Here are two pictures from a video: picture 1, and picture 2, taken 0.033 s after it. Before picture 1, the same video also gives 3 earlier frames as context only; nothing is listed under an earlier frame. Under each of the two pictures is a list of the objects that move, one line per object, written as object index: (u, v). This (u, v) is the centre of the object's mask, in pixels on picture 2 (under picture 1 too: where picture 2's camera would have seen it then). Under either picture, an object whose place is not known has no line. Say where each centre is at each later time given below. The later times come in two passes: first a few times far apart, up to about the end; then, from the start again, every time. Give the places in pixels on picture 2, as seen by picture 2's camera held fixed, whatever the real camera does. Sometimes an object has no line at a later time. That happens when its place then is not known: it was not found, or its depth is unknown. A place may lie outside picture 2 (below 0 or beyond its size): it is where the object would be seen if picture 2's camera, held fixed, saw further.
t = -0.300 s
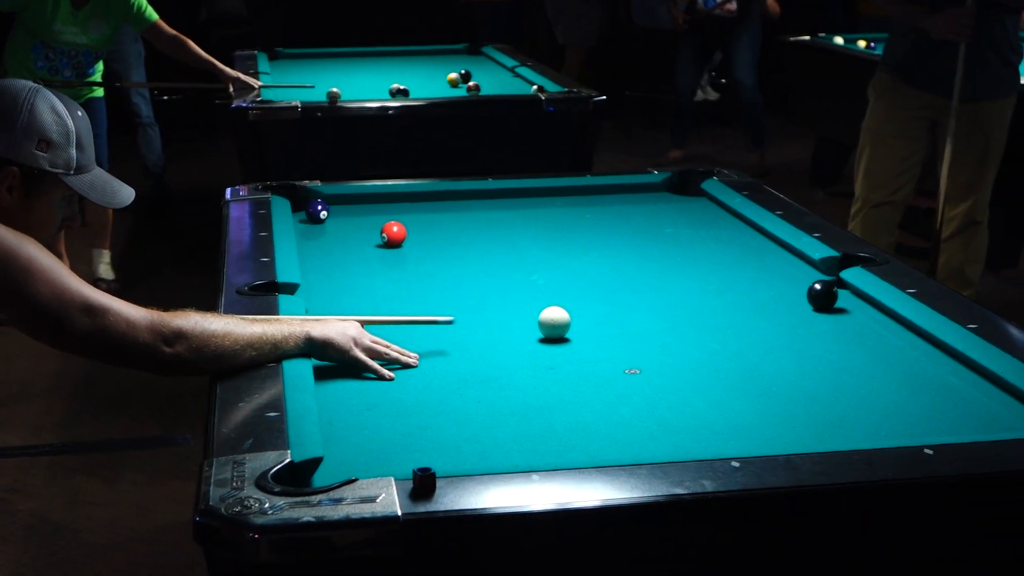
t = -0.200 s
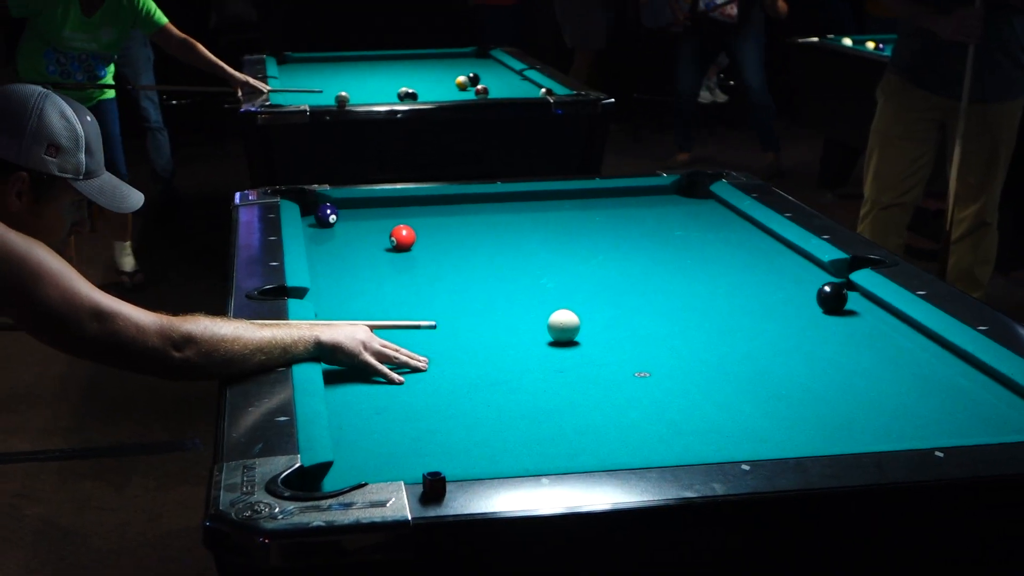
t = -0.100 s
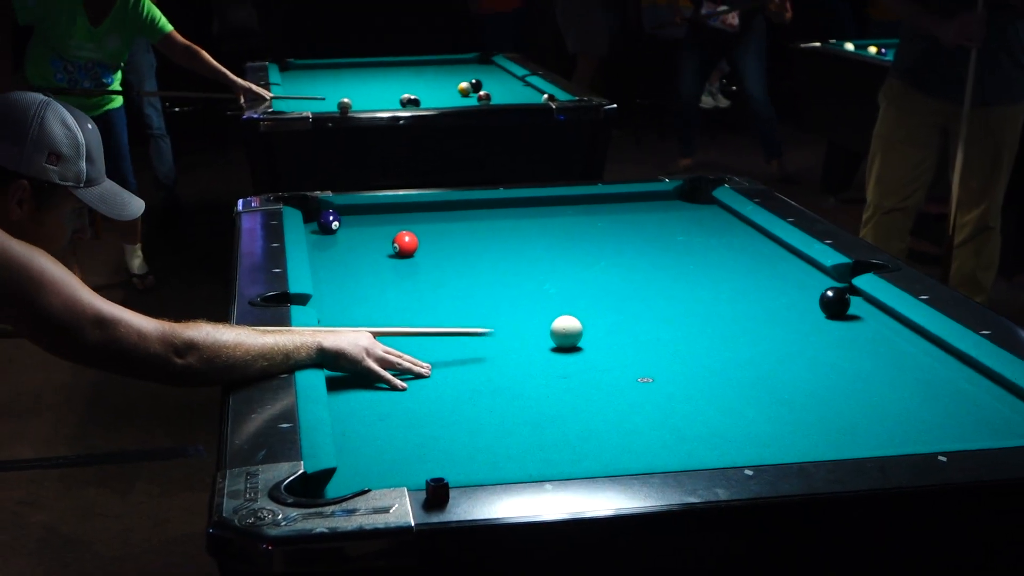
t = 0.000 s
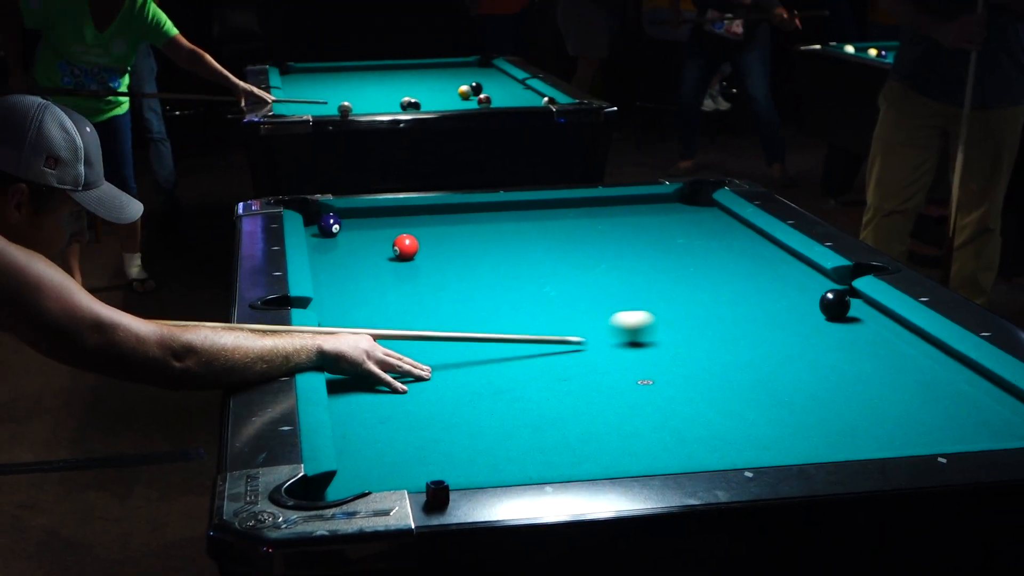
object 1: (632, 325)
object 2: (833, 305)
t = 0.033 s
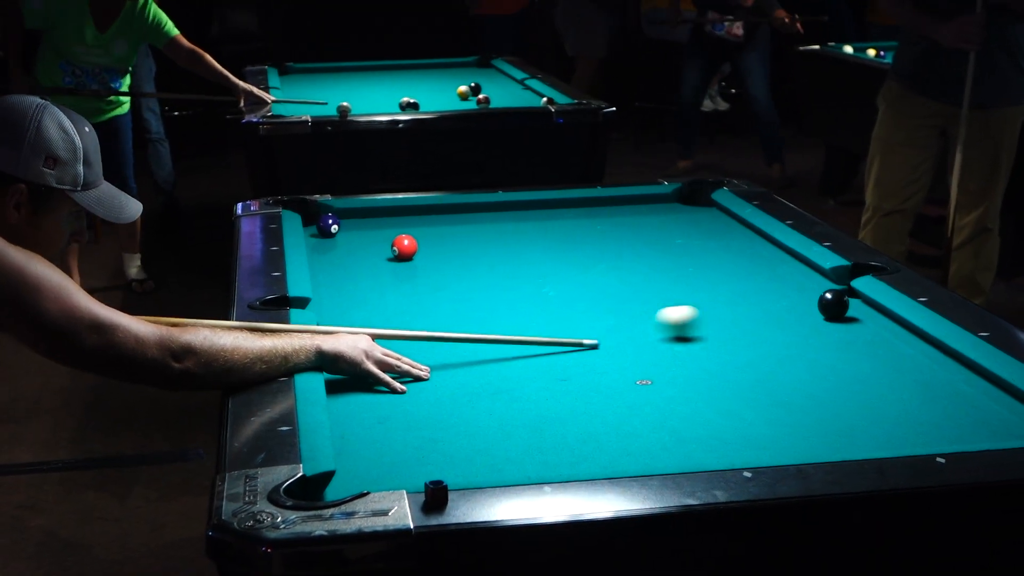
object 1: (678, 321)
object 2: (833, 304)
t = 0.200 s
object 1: (824, 311)
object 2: (831, 292)
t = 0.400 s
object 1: (865, 319)
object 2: (696, 300)
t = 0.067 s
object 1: (723, 316)
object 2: (834, 304)
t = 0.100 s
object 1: (766, 312)
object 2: (834, 304)
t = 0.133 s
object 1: (805, 309)
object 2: (835, 305)
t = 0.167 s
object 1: (817, 310)
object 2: (854, 300)
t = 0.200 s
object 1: (824, 311)
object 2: (831, 292)
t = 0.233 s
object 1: (831, 312)
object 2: (803, 300)
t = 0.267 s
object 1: (838, 314)
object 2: (781, 299)
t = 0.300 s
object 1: (845, 315)
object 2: (758, 300)
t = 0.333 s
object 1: (852, 316)
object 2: (738, 300)
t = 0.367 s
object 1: (858, 318)
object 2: (716, 300)
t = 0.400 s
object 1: (865, 319)
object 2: (696, 300)
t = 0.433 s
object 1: (872, 320)
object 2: (674, 301)
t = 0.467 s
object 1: (878, 321)
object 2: (654, 300)
